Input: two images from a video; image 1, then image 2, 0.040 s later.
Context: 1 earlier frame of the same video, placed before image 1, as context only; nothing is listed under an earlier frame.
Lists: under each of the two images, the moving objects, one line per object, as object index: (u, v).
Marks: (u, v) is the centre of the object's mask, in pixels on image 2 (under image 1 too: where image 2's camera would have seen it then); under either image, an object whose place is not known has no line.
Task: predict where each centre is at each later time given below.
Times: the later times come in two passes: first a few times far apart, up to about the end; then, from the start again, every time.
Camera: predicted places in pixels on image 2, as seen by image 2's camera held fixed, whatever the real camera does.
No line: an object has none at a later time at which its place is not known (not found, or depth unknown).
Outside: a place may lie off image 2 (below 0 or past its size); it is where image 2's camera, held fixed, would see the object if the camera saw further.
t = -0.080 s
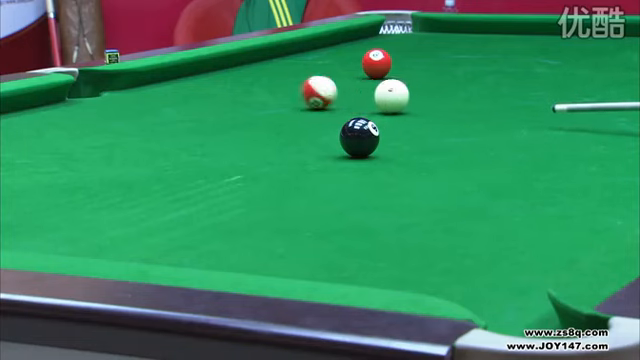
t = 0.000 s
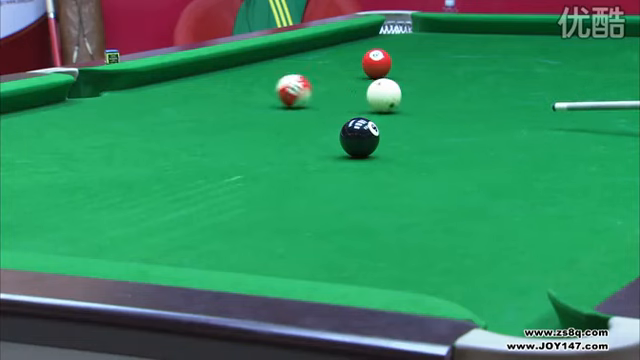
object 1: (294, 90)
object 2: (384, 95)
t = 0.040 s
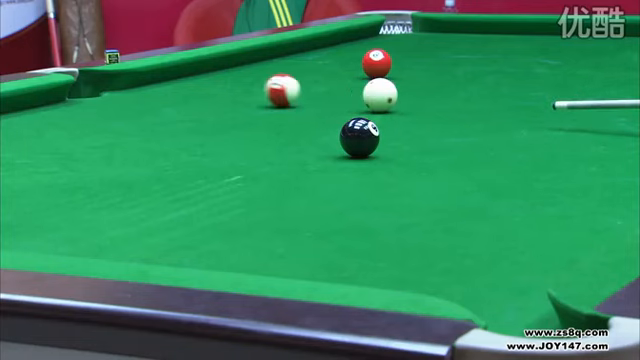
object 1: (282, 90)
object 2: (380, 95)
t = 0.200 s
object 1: (236, 87)
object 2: (365, 93)
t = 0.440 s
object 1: (170, 83)
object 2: (346, 90)
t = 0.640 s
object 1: (120, 79)
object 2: (331, 89)
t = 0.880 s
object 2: (317, 86)
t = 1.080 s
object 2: (306, 85)
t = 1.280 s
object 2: (298, 84)
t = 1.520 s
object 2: (289, 83)
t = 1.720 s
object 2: (283, 82)
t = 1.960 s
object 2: (277, 82)
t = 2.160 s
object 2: (274, 82)
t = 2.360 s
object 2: (274, 82)
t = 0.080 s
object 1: (271, 89)
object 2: (376, 94)
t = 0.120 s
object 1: (258, 88)
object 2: (373, 94)
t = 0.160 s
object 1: (247, 88)
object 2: (369, 94)
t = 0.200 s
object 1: (236, 87)
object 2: (365, 93)
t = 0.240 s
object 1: (224, 86)
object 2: (362, 93)
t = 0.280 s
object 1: (213, 85)
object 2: (358, 92)
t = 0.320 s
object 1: (202, 85)
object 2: (355, 92)
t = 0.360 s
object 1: (192, 84)
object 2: (352, 91)
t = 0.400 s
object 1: (181, 82)
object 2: (349, 91)
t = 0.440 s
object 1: (170, 83)
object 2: (346, 90)
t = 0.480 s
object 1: (161, 82)
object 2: (343, 90)
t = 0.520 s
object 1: (150, 81)
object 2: (340, 90)
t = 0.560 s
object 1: (140, 80)
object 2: (337, 89)
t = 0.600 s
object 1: (129, 78)
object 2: (334, 89)
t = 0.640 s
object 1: (120, 79)
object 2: (331, 89)
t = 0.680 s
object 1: (110, 78)
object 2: (329, 88)
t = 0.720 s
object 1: (100, 79)
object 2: (326, 88)
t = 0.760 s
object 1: (90, 83)
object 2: (324, 88)
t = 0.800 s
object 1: (81, 91)
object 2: (321, 87)
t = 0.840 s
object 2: (319, 87)
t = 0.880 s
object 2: (317, 86)
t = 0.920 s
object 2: (314, 86)
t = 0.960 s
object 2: (312, 86)
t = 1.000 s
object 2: (310, 86)
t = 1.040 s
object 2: (308, 86)
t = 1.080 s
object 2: (306, 85)
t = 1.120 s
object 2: (305, 85)
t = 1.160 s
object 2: (303, 85)
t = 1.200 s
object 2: (301, 84)
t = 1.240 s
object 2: (300, 84)
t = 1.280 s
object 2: (298, 84)
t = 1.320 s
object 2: (296, 84)
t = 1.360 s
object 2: (295, 83)
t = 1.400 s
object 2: (293, 83)
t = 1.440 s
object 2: (292, 83)
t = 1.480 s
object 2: (290, 83)
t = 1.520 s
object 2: (289, 83)
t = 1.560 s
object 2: (288, 82)
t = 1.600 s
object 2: (286, 82)
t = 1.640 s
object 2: (285, 82)
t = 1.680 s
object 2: (284, 82)
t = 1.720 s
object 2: (283, 82)
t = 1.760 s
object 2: (282, 82)
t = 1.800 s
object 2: (281, 82)
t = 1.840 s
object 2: (280, 82)
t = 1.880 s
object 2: (279, 82)
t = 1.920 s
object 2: (278, 82)
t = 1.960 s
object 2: (277, 82)
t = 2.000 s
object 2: (276, 82)
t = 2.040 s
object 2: (276, 82)
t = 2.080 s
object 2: (275, 82)
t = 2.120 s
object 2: (275, 82)
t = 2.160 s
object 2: (274, 82)
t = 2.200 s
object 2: (274, 82)
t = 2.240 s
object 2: (274, 82)
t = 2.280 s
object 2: (274, 82)
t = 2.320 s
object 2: (274, 82)
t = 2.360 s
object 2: (274, 82)
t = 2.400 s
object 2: (274, 82)
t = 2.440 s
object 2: (274, 82)
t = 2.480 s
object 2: (274, 82)
